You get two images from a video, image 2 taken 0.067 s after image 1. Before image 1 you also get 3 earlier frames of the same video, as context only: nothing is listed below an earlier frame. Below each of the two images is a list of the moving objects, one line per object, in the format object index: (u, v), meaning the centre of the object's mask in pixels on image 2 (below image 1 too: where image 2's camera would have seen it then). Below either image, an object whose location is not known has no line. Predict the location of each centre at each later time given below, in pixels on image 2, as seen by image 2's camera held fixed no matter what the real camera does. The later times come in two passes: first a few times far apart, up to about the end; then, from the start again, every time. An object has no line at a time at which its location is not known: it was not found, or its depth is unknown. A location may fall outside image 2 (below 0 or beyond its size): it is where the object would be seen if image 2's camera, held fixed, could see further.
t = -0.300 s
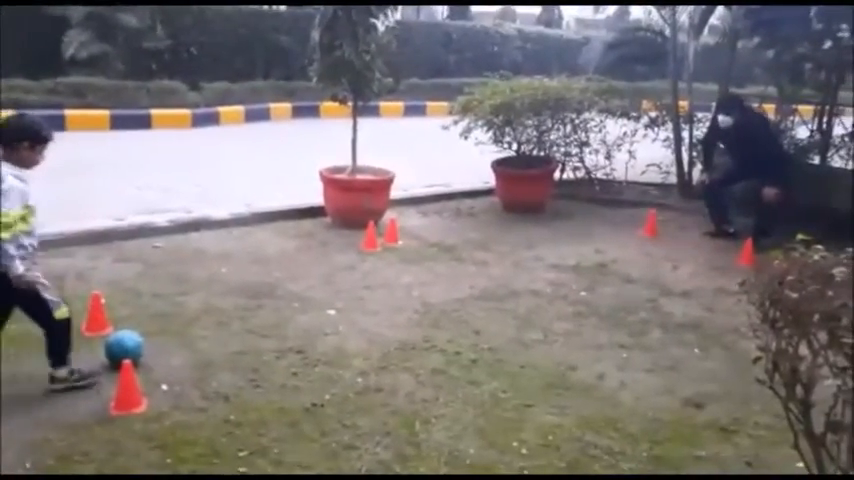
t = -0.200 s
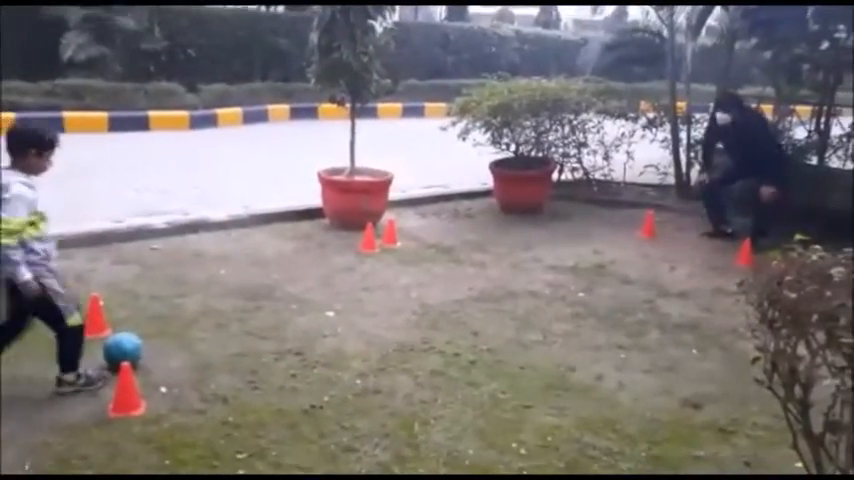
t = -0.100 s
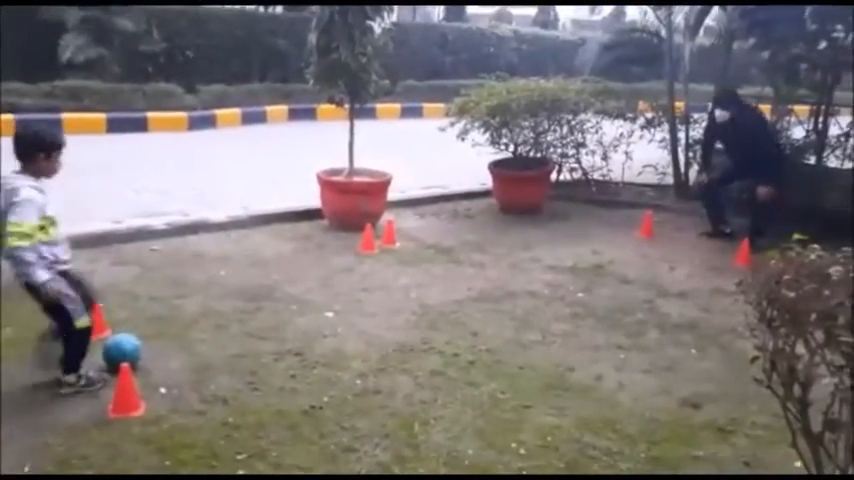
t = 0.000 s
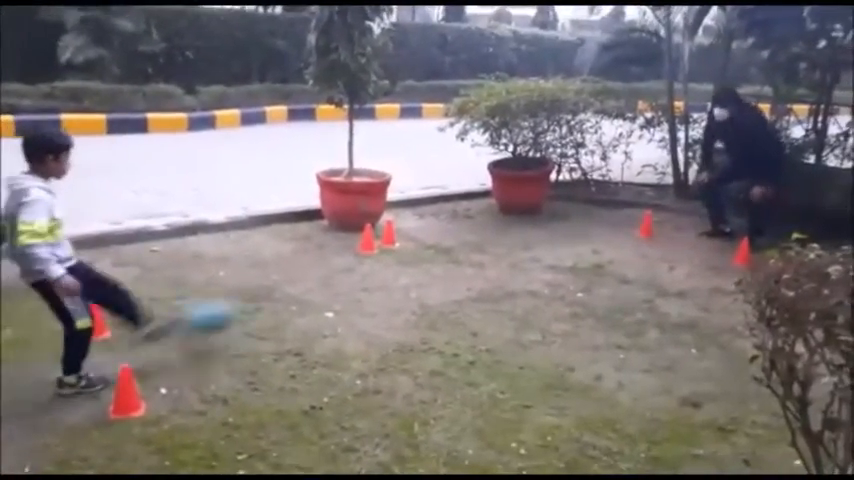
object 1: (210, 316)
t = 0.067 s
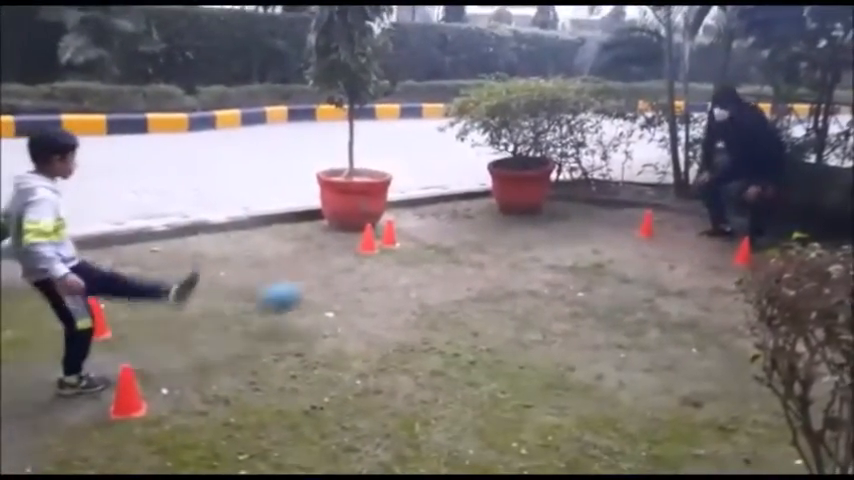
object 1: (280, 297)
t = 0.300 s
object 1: (467, 280)
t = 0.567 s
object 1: (579, 253)
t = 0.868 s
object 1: (644, 240)
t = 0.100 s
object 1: (312, 290)
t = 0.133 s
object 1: (342, 284)
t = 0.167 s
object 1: (368, 279)
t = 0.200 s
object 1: (397, 277)
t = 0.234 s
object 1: (422, 277)
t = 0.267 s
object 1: (445, 277)
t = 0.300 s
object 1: (467, 280)
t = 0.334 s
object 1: (484, 277)
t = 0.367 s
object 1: (500, 272)
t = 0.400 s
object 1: (517, 267)
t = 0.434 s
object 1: (530, 264)
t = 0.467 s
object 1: (546, 262)
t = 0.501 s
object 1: (558, 261)
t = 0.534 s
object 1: (568, 258)
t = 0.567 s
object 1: (579, 253)
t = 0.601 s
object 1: (588, 251)
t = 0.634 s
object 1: (597, 249)
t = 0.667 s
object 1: (604, 249)
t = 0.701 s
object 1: (612, 247)
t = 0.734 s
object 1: (620, 244)
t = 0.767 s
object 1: (626, 242)
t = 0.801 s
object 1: (633, 241)
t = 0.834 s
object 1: (638, 241)
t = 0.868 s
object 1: (644, 240)
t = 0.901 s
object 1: (651, 237)
